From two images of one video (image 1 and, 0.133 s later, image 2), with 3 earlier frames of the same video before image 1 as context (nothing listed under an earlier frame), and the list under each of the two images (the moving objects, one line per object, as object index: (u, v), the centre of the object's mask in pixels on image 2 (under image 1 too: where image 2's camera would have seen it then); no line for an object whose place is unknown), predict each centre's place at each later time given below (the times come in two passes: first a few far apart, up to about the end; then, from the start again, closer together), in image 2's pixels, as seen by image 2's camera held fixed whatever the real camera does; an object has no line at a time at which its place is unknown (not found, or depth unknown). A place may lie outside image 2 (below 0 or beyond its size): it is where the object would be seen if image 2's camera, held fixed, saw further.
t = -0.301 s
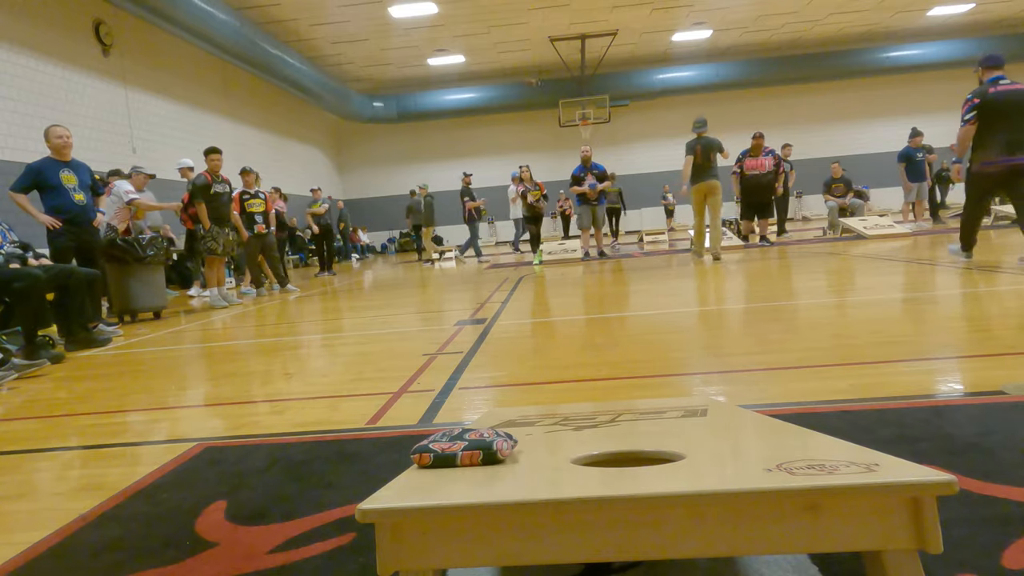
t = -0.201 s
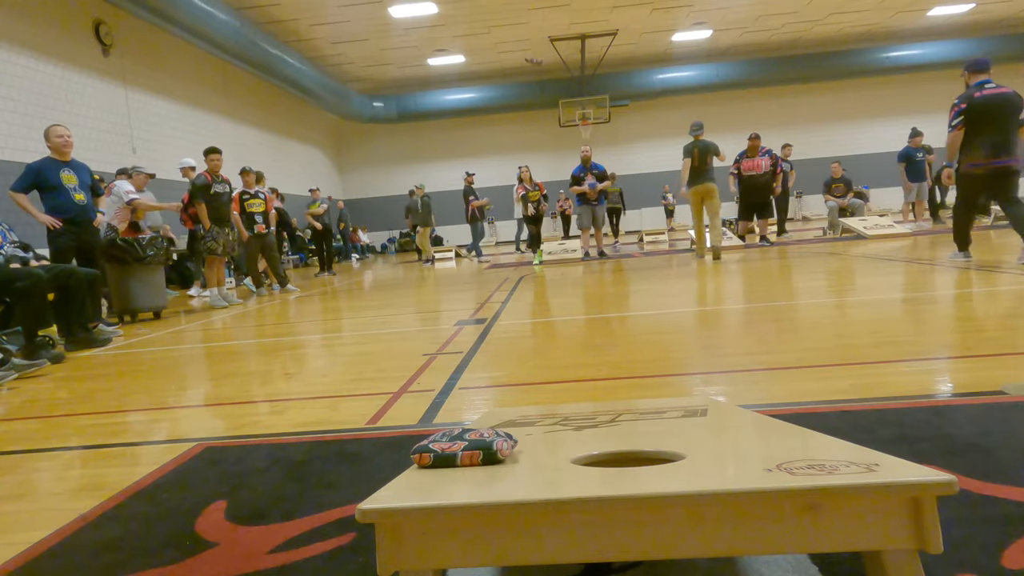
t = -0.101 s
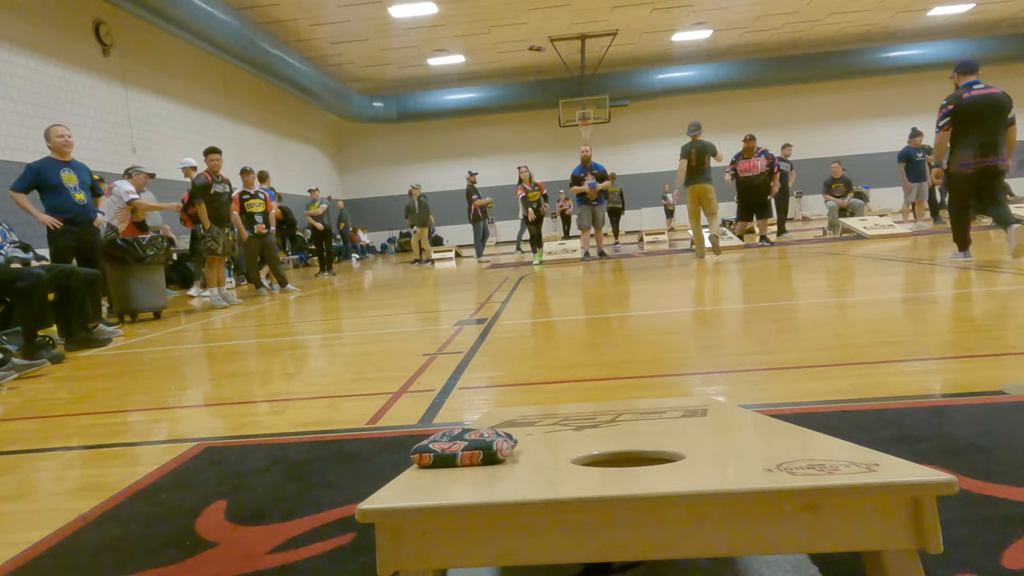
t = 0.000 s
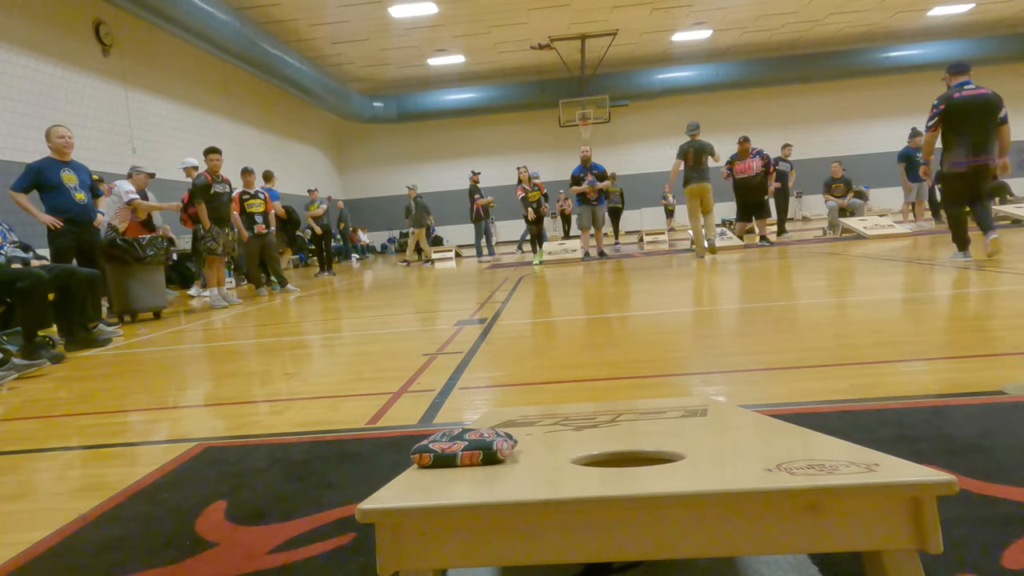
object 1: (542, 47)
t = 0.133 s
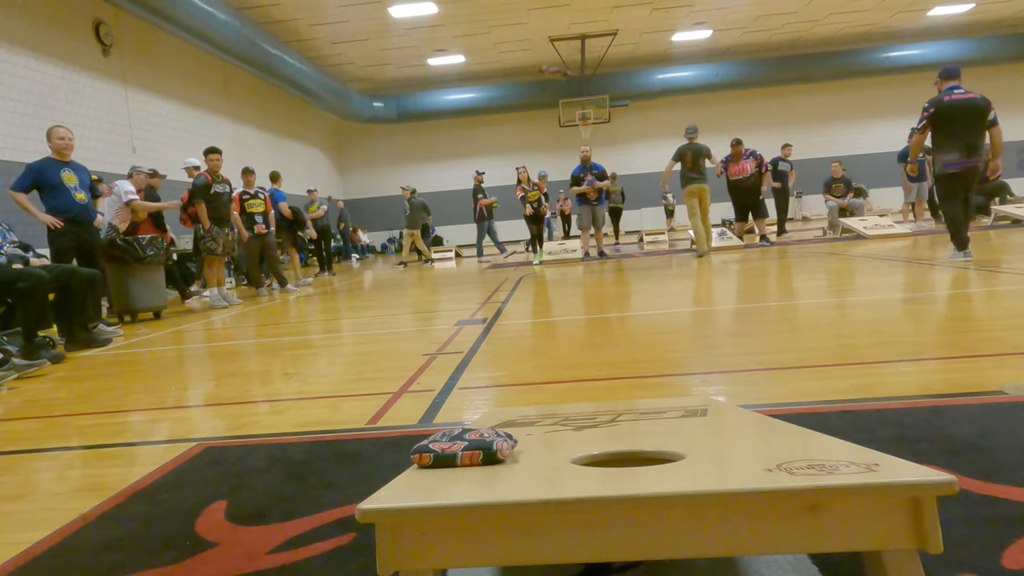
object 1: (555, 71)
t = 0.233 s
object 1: (573, 129)
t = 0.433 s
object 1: (644, 397)
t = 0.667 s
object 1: (699, 431)
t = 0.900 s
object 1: (751, 462)
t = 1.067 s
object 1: (759, 468)
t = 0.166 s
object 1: (561, 87)
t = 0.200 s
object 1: (565, 104)
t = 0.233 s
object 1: (573, 129)
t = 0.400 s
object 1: (641, 398)
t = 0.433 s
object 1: (644, 397)
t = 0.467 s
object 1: (650, 398)
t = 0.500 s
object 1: (658, 402)
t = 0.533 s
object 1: (667, 408)
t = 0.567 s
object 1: (672, 416)
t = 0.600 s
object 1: (681, 421)
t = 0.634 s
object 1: (690, 426)
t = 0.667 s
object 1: (699, 431)
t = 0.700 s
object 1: (708, 436)
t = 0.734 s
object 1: (716, 442)
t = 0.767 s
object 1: (725, 447)
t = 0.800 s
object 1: (732, 452)
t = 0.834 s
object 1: (739, 456)
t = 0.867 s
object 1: (745, 459)
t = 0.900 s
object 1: (751, 462)
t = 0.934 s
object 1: (756, 464)
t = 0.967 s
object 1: (759, 467)
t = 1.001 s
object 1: (759, 468)
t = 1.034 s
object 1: (759, 468)
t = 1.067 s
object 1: (759, 468)
